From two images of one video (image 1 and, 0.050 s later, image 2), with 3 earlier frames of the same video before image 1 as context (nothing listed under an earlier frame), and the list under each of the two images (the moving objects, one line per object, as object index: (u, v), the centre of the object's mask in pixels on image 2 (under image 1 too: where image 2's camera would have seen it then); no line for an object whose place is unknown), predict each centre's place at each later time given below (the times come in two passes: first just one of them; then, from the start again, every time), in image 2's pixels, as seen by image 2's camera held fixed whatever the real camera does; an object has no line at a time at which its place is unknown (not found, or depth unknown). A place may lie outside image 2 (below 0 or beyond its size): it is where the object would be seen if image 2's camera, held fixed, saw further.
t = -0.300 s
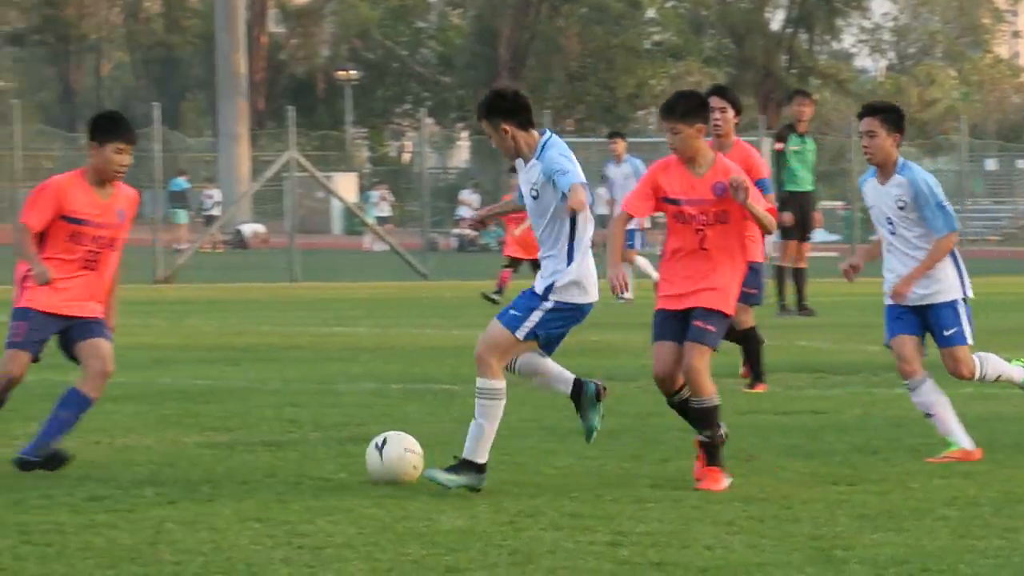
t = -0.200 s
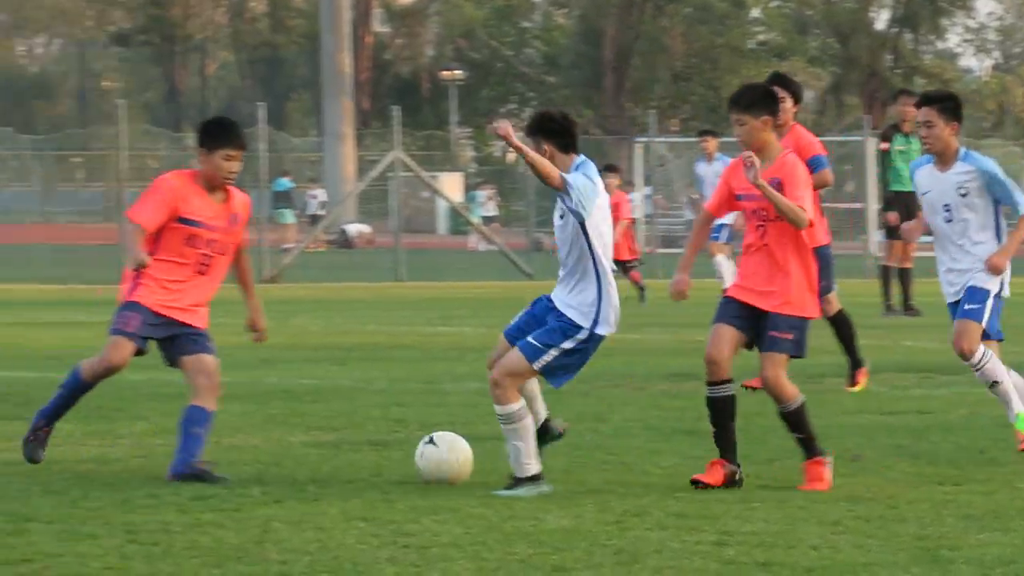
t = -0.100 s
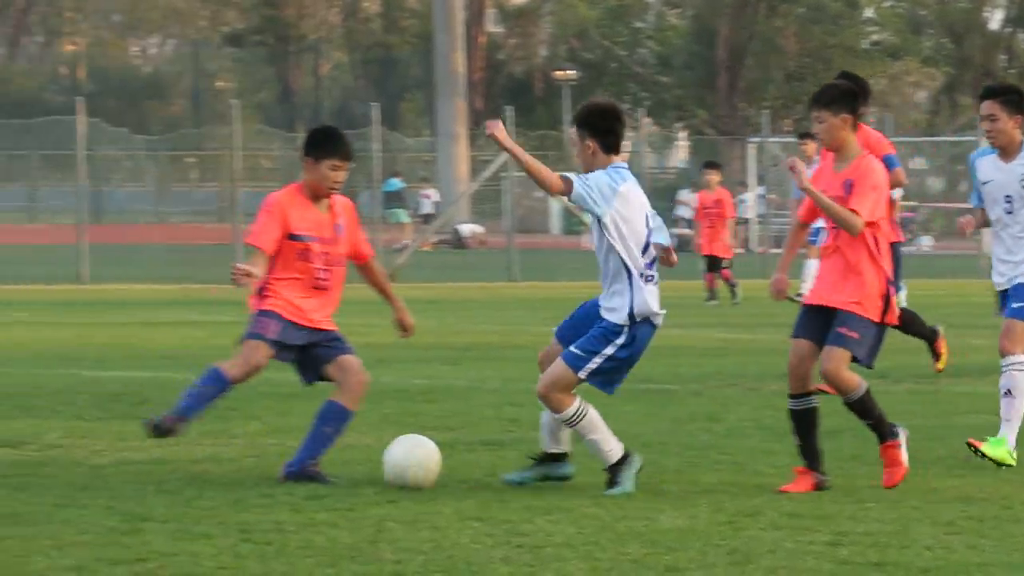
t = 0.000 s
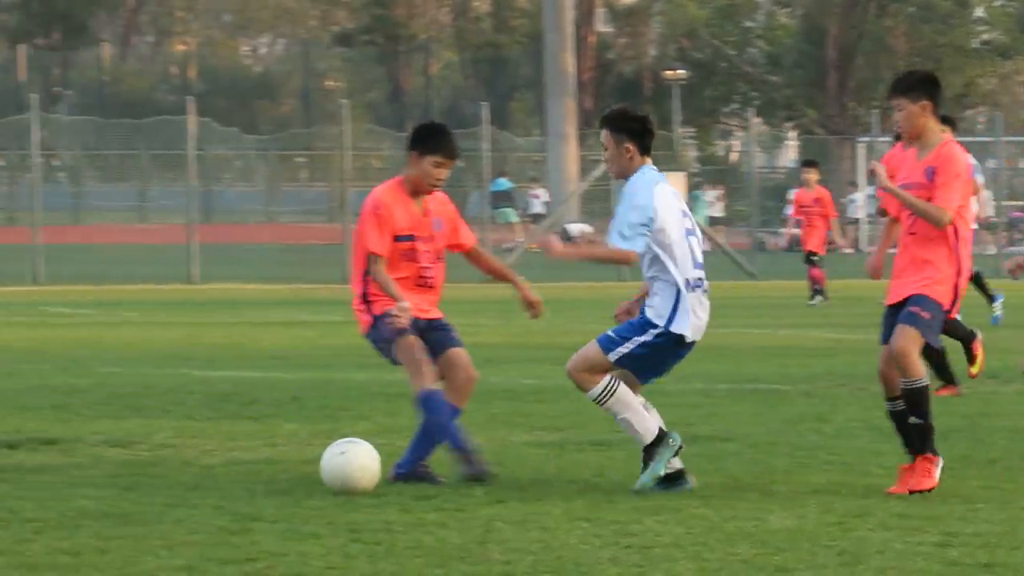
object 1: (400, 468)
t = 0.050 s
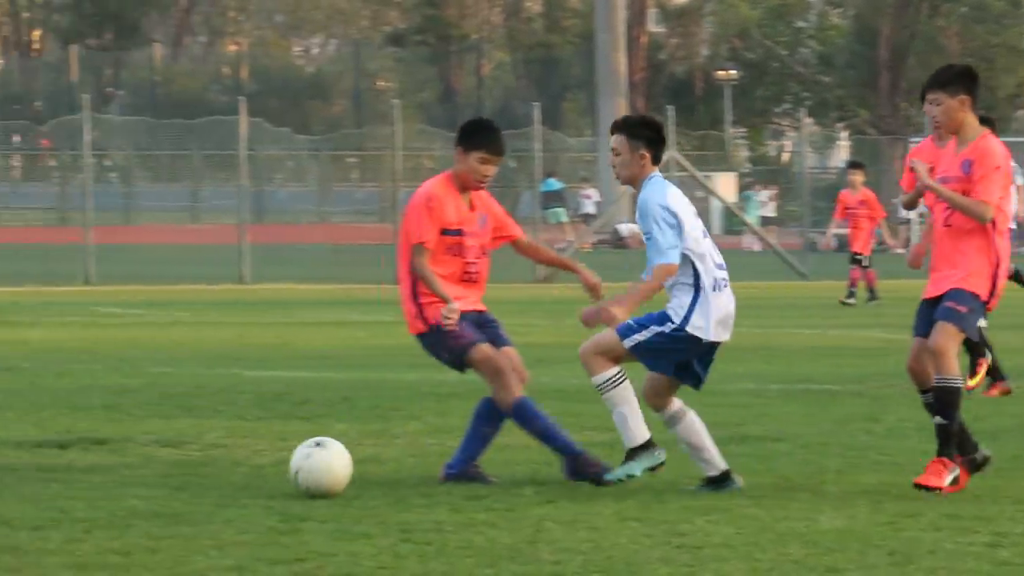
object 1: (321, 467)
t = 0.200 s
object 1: (85, 476)
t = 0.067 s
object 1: (294, 468)
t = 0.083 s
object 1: (268, 468)
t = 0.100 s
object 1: (240, 471)
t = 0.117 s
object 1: (214, 474)
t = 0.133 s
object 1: (187, 475)
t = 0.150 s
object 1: (161, 476)
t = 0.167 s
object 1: (135, 475)
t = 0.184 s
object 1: (111, 476)
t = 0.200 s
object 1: (85, 476)
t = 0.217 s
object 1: (61, 477)
